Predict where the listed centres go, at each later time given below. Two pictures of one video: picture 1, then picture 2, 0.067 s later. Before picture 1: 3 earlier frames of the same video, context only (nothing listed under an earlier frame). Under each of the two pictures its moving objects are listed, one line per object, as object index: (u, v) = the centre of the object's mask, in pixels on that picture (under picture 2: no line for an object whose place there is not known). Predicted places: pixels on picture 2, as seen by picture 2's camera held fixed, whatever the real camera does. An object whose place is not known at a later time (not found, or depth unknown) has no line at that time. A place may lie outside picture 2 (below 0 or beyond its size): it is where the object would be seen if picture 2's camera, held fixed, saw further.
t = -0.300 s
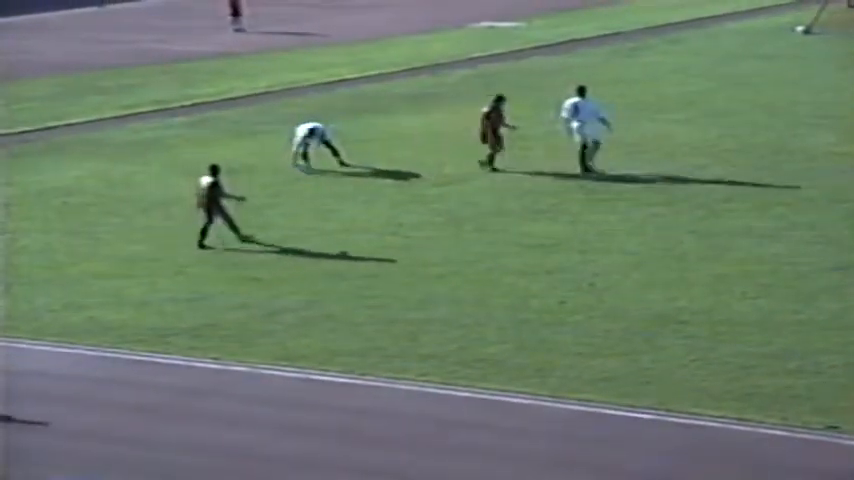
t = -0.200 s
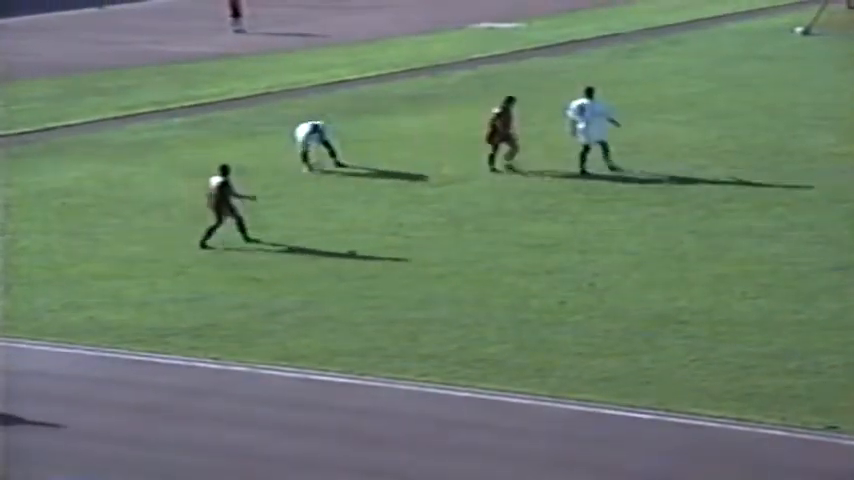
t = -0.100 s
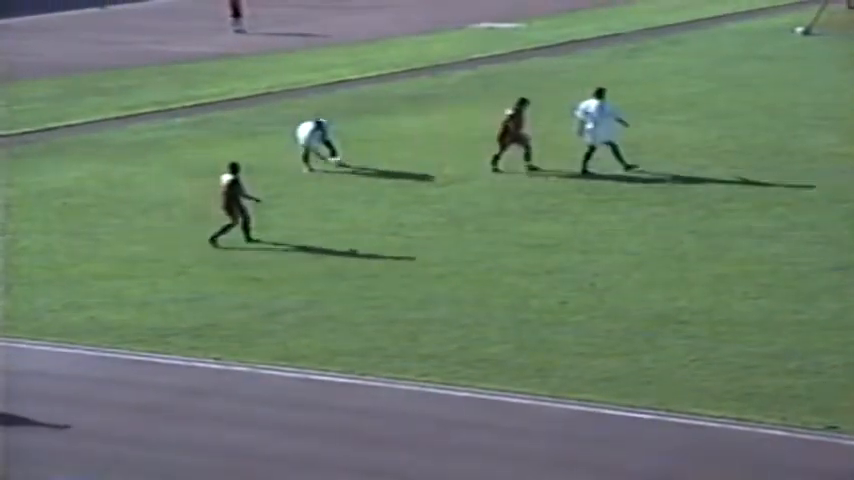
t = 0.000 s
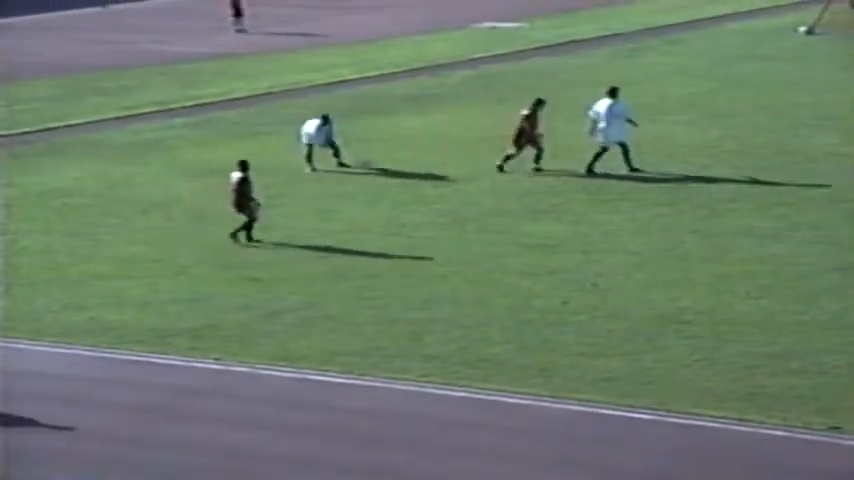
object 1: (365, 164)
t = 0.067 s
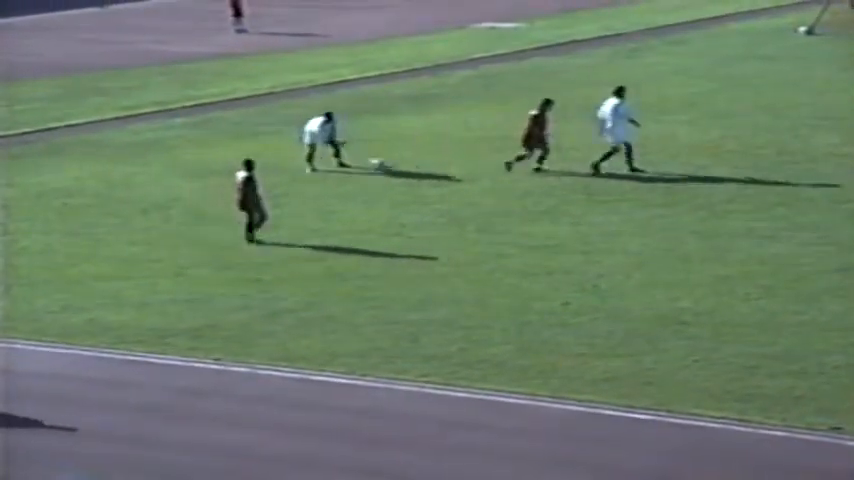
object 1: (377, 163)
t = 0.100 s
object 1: (382, 162)
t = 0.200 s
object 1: (391, 161)
